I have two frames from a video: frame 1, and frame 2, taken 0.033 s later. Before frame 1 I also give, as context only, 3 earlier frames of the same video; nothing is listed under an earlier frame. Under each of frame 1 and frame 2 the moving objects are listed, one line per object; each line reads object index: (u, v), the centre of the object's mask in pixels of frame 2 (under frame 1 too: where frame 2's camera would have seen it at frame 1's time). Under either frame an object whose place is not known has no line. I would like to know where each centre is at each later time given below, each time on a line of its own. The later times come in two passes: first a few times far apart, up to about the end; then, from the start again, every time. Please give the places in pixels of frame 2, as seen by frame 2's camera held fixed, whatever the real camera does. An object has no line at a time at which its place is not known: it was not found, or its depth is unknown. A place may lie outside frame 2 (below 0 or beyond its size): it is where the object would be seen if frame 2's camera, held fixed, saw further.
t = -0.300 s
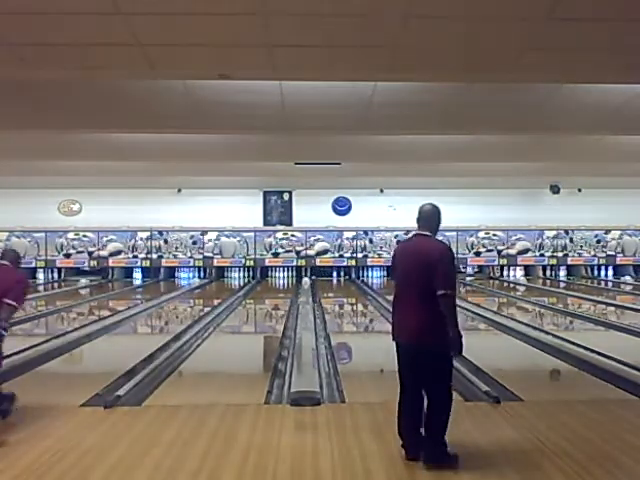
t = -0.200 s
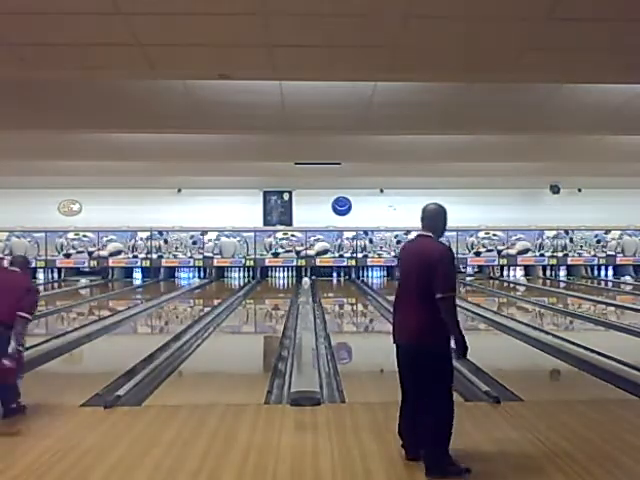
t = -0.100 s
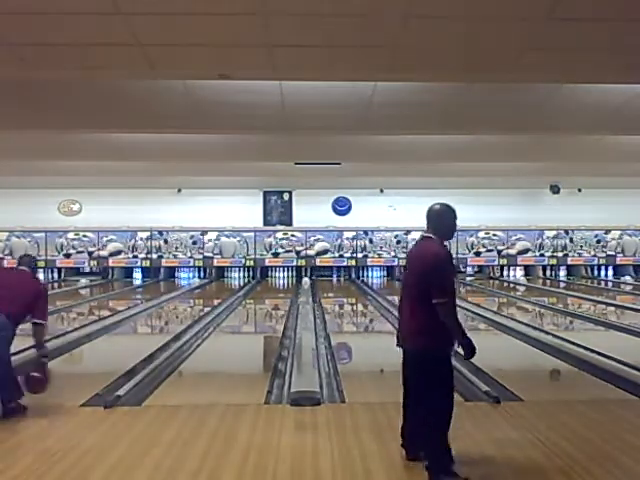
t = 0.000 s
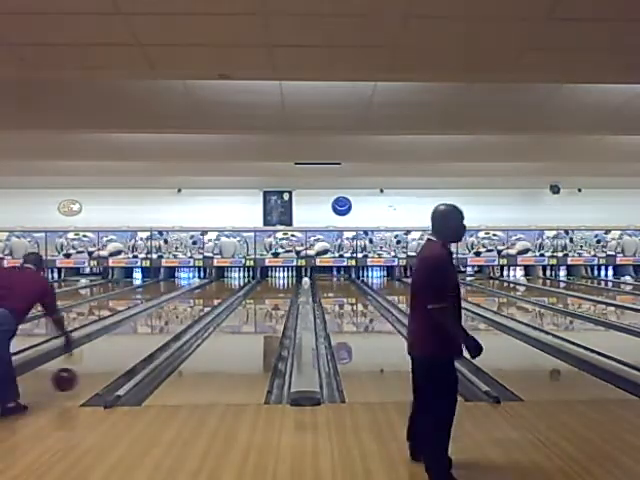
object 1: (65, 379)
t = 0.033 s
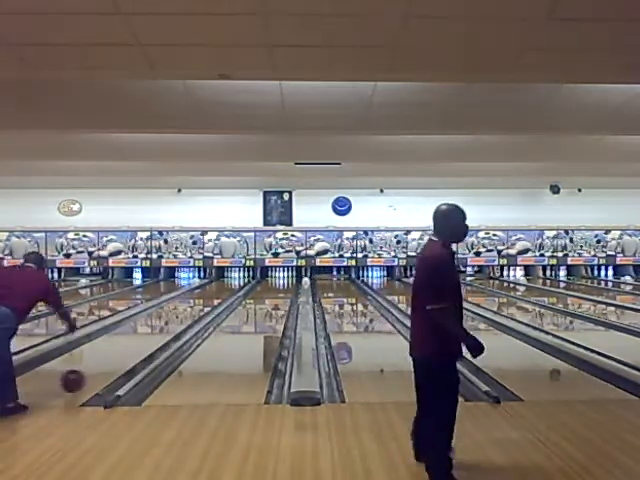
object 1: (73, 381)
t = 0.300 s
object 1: (122, 354)
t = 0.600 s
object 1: (157, 331)
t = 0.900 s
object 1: (180, 316)
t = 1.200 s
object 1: (197, 307)
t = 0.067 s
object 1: (80, 379)
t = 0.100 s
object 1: (87, 375)
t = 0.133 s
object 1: (94, 372)
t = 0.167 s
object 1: (100, 368)
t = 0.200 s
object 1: (106, 364)
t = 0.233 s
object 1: (112, 360)
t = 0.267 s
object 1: (117, 357)
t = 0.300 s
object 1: (122, 354)
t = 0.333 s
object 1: (126, 351)
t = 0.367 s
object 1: (131, 348)
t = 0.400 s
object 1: (135, 345)
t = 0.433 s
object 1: (139, 342)
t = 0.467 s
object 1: (143, 340)
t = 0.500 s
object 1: (147, 337)
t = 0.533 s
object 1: (151, 336)
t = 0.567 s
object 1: (154, 333)
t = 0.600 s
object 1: (157, 331)
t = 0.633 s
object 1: (161, 329)
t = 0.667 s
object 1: (163, 328)
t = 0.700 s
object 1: (166, 326)
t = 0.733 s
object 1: (168, 324)
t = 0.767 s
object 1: (171, 323)
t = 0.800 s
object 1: (174, 321)
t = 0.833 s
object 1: (176, 319)
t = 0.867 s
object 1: (179, 318)
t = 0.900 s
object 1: (180, 316)
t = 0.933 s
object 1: (182, 315)
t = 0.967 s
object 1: (185, 314)
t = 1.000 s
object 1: (187, 313)
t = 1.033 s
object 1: (189, 312)
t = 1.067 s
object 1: (190, 310)
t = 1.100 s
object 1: (192, 309)
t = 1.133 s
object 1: (194, 308)
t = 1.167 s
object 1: (195, 307)
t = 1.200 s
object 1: (197, 307)
